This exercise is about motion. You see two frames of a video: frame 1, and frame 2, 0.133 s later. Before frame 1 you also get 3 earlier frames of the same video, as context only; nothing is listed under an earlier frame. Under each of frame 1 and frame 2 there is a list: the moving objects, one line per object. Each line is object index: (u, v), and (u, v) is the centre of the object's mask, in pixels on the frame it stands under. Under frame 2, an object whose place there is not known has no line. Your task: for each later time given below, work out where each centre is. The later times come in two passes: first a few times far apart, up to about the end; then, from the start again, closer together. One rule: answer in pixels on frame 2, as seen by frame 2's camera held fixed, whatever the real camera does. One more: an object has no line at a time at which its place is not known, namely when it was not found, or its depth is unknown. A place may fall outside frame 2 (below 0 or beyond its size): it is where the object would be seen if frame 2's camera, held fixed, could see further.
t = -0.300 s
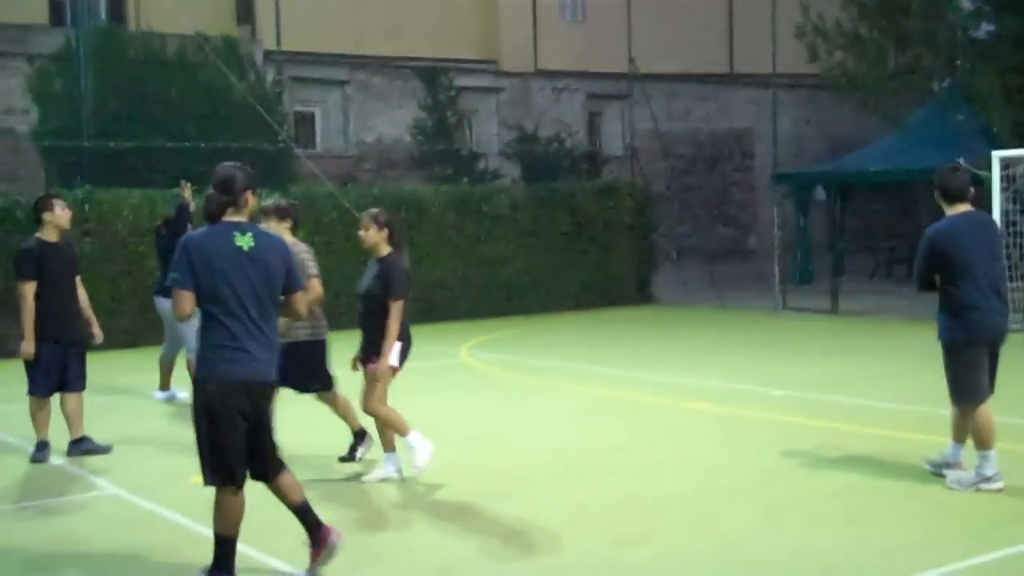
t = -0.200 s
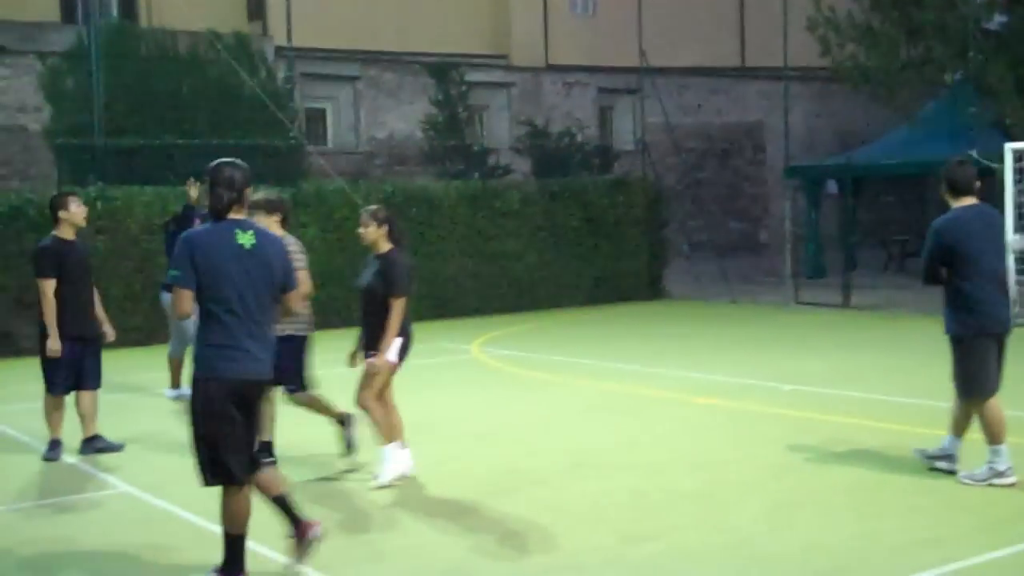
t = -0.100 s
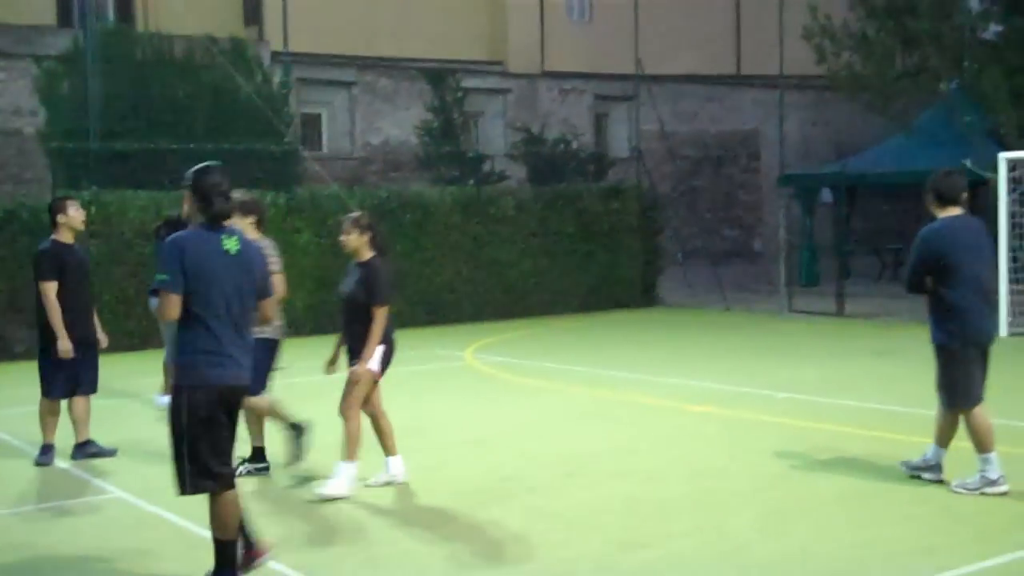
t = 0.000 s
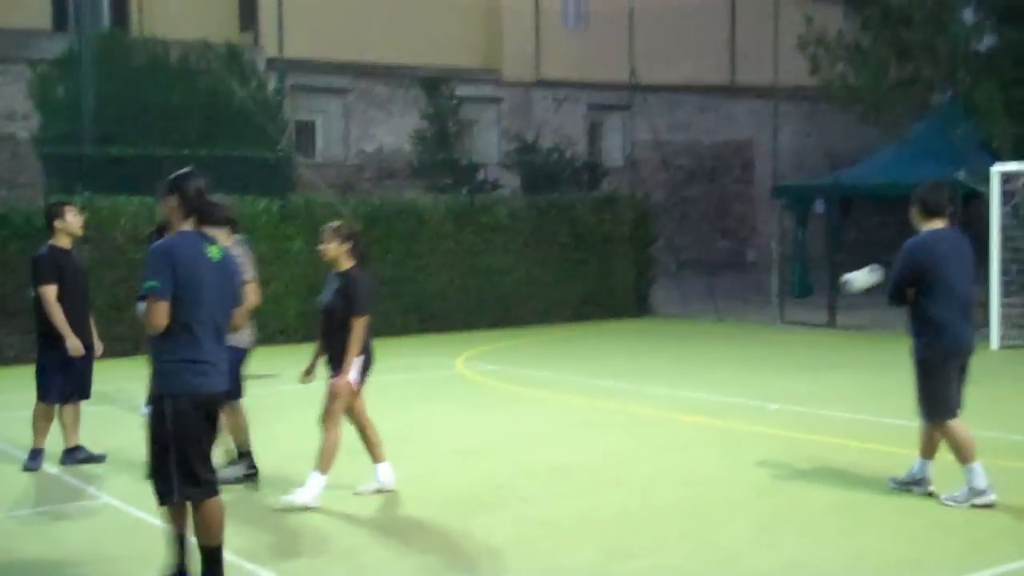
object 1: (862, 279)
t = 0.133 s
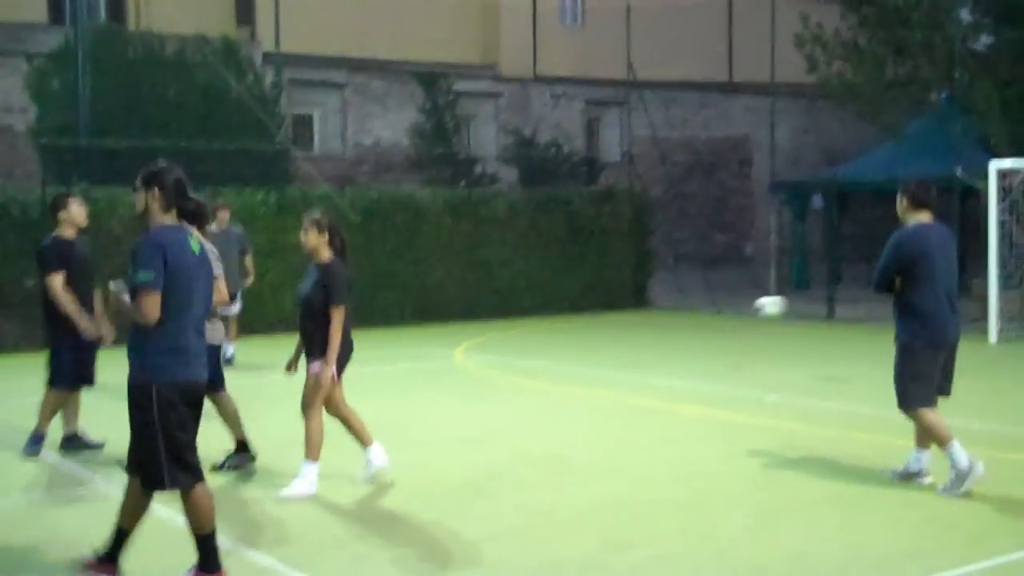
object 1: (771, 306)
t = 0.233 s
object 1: (704, 342)
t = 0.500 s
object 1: (561, 334)
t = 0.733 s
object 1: (443, 346)
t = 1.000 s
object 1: (309, 366)
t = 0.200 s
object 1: (728, 328)
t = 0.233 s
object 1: (704, 342)
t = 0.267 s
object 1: (680, 359)
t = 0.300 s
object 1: (661, 369)
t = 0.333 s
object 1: (642, 359)
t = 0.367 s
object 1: (629, 351)
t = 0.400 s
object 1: (610, 344)
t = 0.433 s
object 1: (594, 338)
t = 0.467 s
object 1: (577, 335)
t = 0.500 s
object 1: (561, 334)
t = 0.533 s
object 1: (544, 330)
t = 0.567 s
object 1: (528, 330)
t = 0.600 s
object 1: (510, 331)
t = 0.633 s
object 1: (495, 333)
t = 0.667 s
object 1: (478, 336)
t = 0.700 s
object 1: (461, 341)
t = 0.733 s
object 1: (443, 346)
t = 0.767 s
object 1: (427, 353)
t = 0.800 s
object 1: (411, 360)
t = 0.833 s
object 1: (395, 370)
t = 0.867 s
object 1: (376, 380)
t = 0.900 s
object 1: (357, 376)
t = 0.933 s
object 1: (342, 369)
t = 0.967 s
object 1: (325, 367)
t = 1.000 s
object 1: (309, 366)
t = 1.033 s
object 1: (291, 364)
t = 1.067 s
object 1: (276, 365)
